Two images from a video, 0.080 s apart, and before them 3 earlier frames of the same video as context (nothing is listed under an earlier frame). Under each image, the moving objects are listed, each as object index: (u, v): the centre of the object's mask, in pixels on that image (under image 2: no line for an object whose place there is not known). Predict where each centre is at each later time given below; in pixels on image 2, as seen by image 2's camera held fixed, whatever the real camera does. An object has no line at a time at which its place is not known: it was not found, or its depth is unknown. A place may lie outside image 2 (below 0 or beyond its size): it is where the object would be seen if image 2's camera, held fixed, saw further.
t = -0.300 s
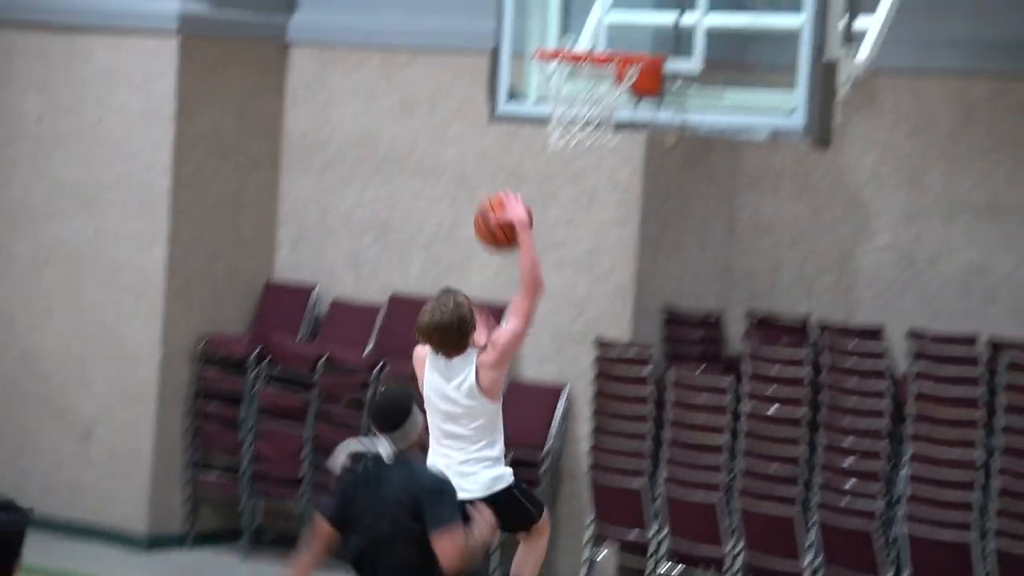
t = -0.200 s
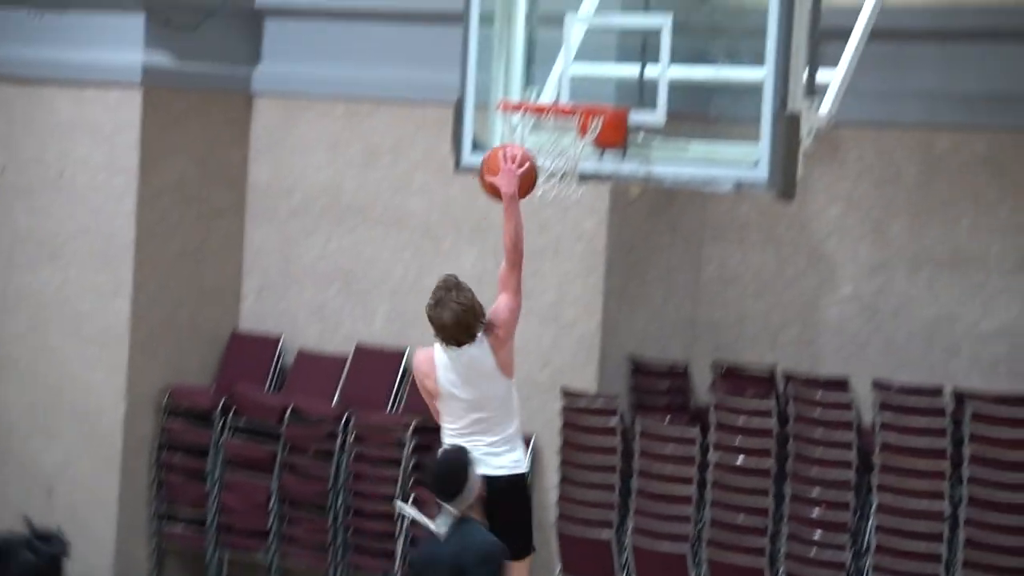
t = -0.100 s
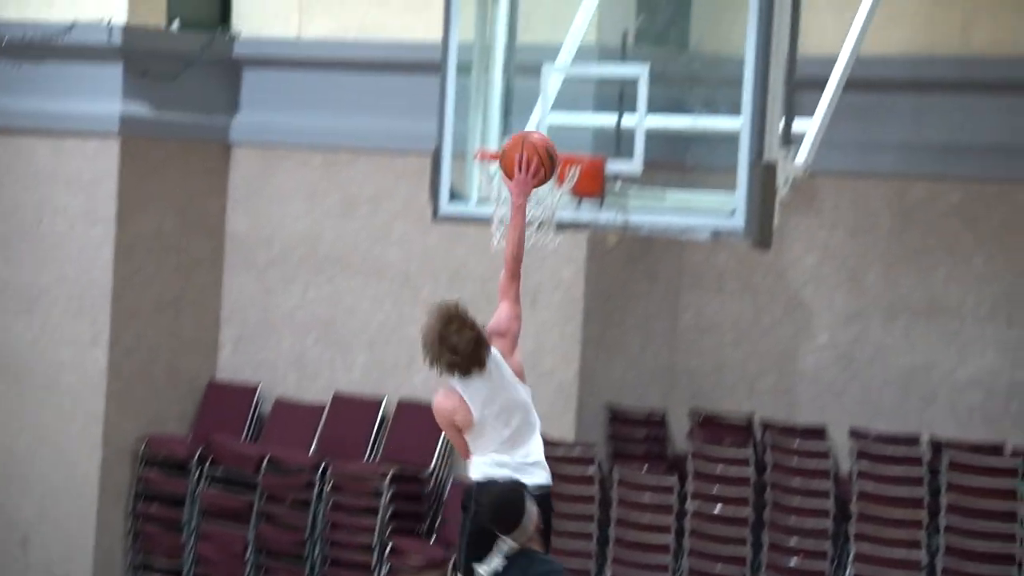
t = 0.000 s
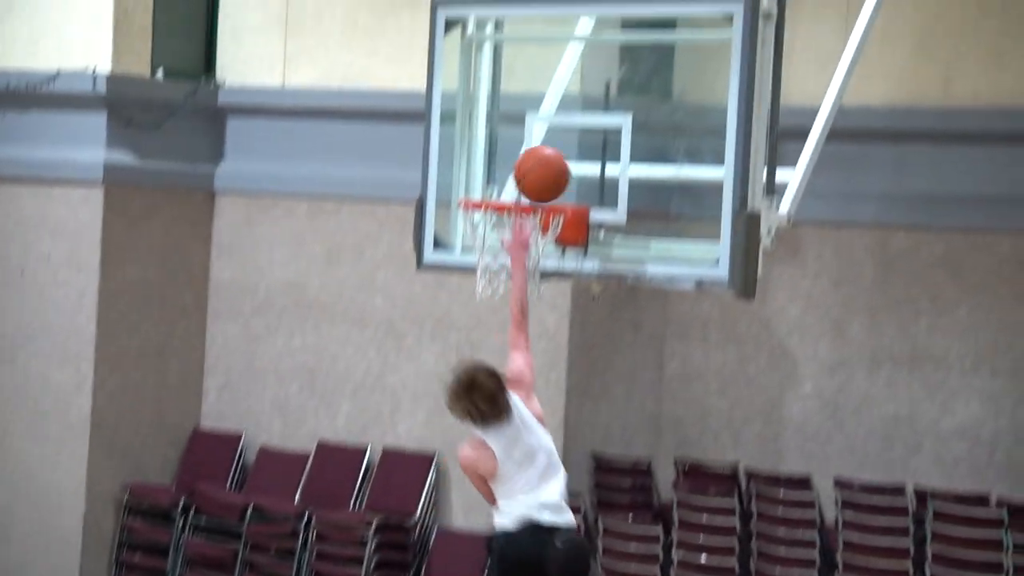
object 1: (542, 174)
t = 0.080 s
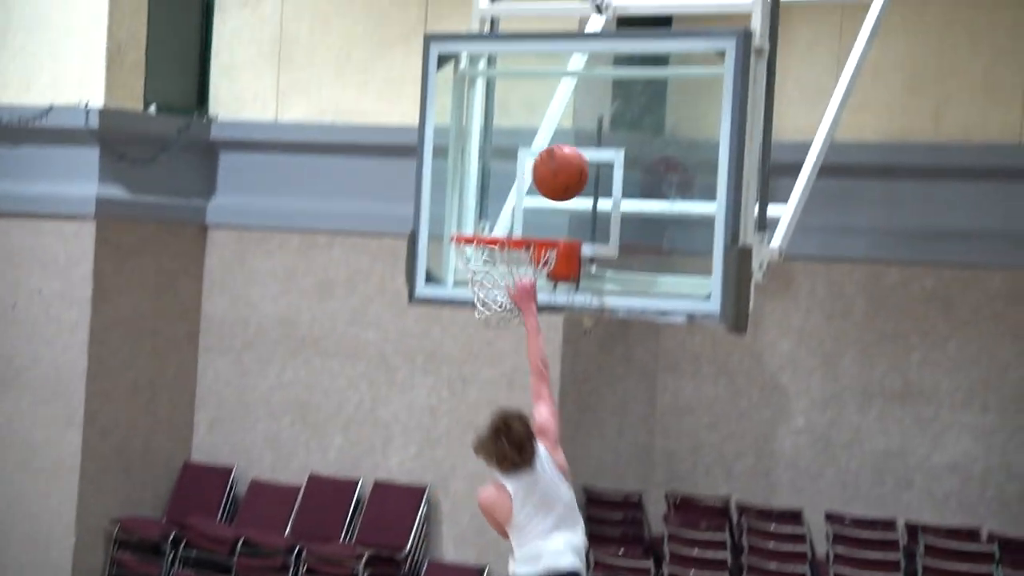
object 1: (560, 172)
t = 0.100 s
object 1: (566, 165)
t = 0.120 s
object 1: (573, 159)
